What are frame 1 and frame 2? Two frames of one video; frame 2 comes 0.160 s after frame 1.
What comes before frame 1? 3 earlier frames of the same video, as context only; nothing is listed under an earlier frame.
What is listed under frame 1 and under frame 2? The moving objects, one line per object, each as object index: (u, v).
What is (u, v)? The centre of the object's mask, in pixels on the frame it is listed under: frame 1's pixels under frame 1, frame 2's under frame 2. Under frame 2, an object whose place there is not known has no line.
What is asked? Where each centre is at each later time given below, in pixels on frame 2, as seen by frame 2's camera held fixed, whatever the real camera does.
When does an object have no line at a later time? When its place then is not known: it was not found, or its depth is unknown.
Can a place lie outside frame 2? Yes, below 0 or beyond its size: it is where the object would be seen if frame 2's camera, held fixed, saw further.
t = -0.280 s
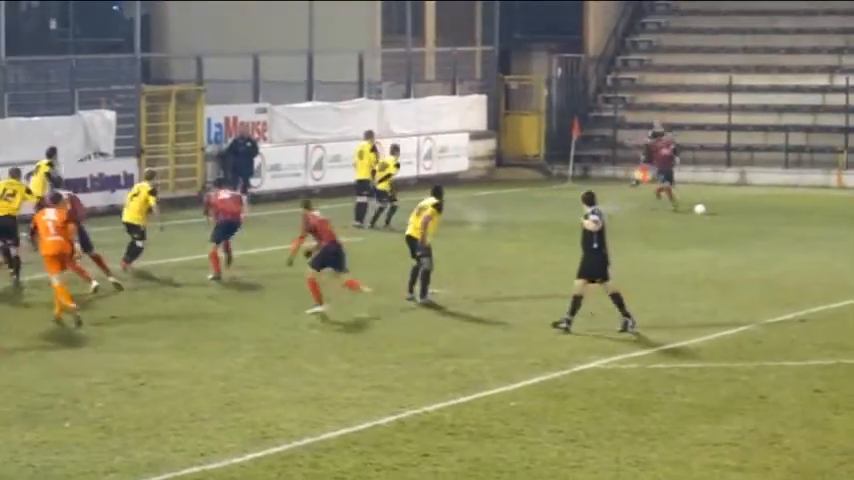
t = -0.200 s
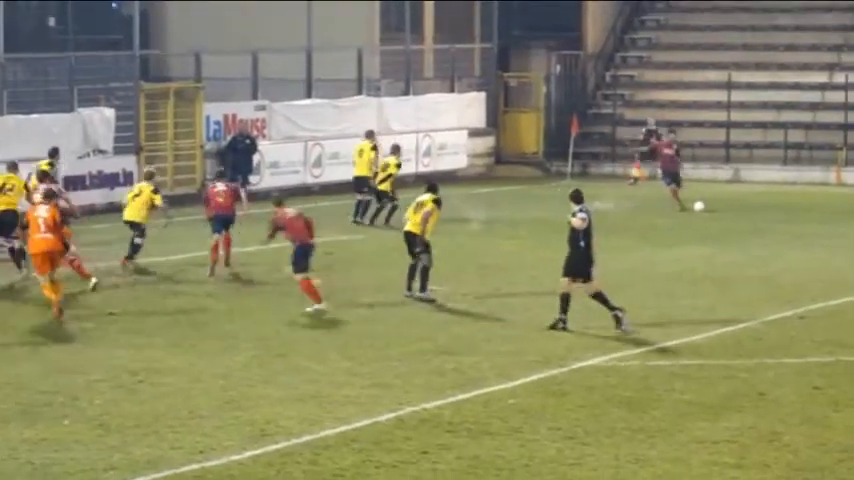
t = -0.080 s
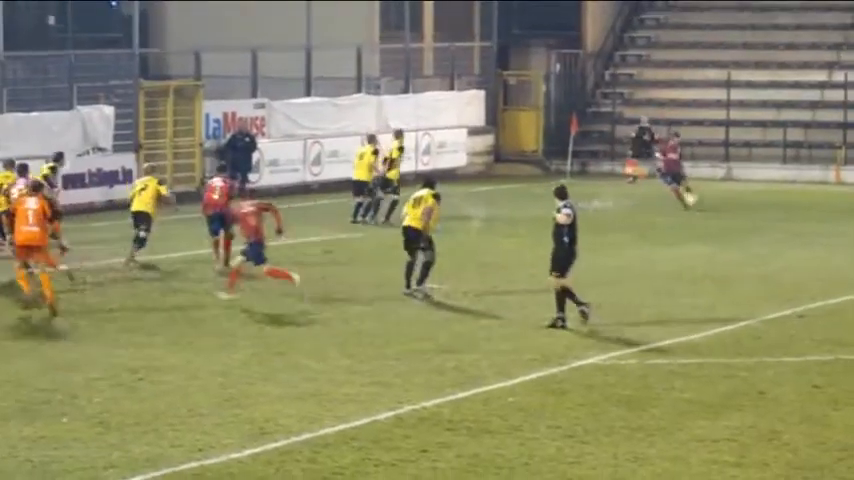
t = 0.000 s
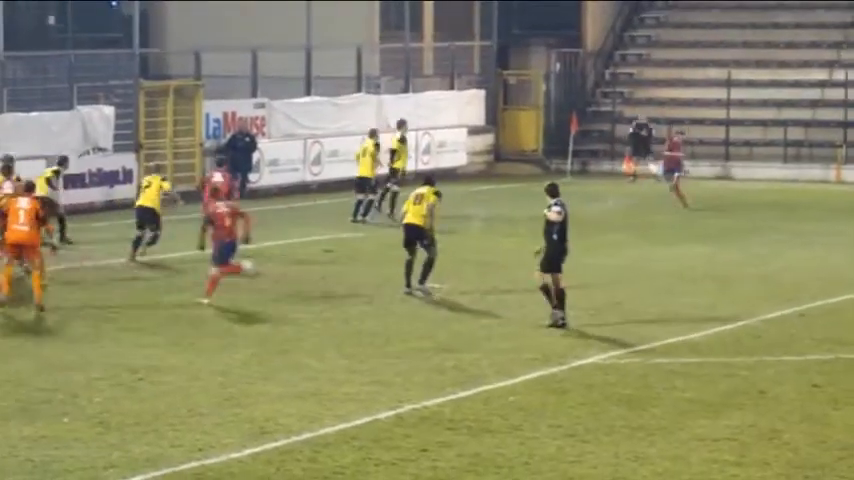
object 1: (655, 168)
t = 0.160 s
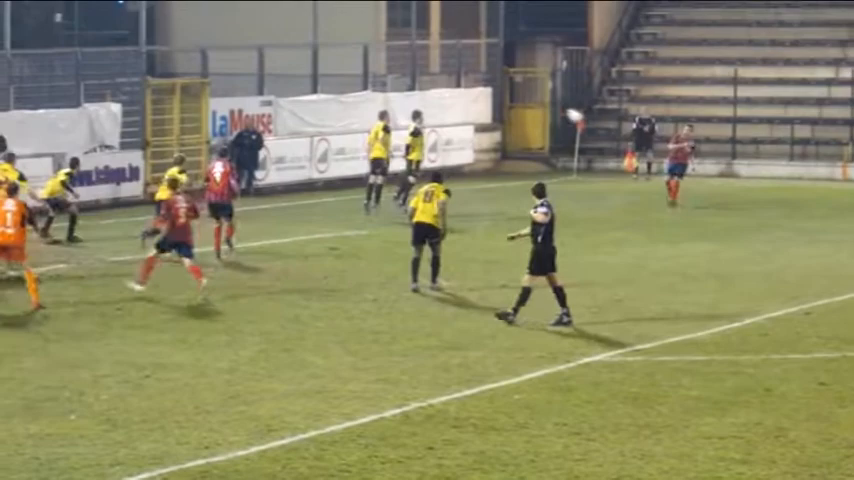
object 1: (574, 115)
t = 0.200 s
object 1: (551, 104)
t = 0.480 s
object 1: (362, 48)
